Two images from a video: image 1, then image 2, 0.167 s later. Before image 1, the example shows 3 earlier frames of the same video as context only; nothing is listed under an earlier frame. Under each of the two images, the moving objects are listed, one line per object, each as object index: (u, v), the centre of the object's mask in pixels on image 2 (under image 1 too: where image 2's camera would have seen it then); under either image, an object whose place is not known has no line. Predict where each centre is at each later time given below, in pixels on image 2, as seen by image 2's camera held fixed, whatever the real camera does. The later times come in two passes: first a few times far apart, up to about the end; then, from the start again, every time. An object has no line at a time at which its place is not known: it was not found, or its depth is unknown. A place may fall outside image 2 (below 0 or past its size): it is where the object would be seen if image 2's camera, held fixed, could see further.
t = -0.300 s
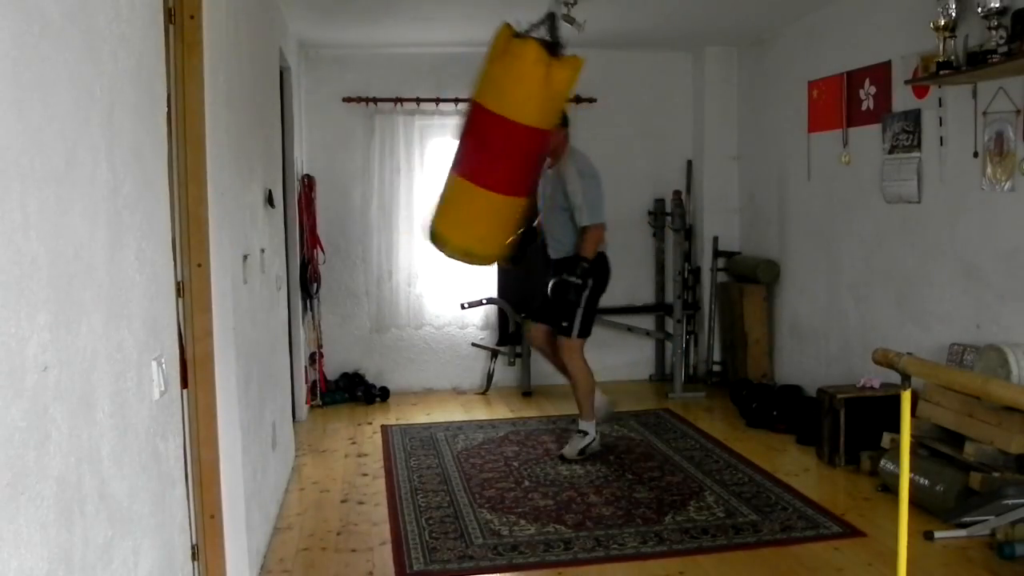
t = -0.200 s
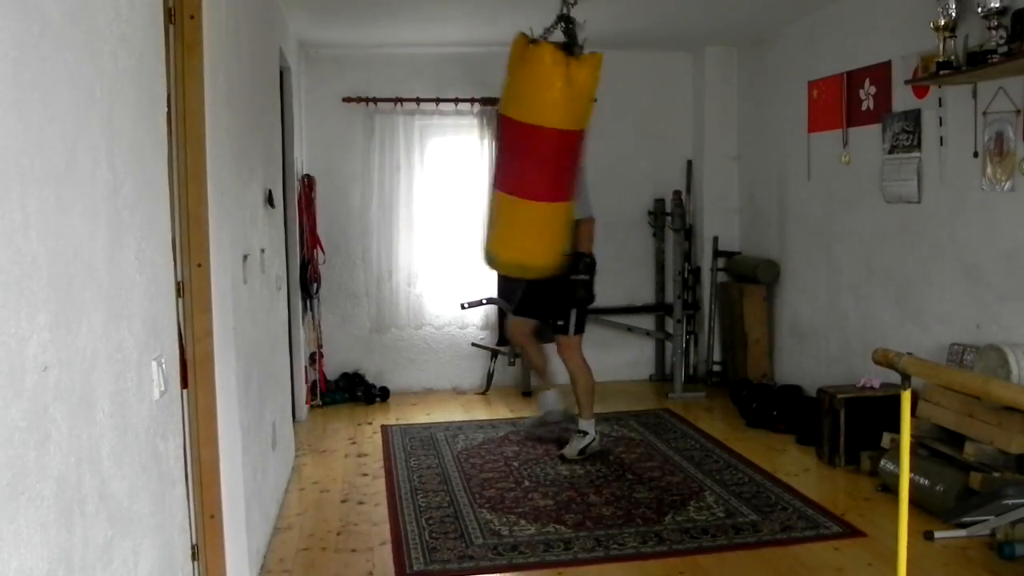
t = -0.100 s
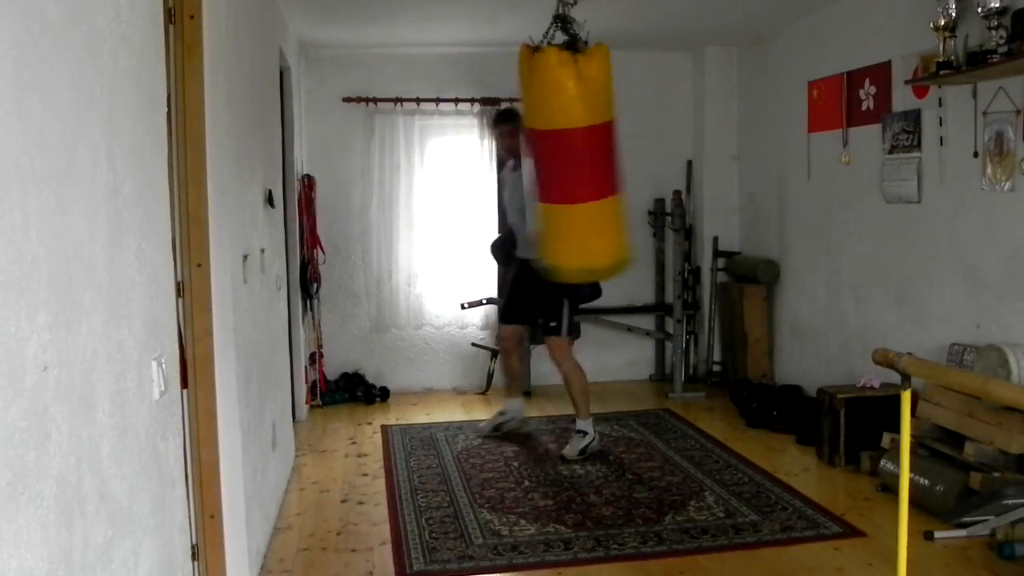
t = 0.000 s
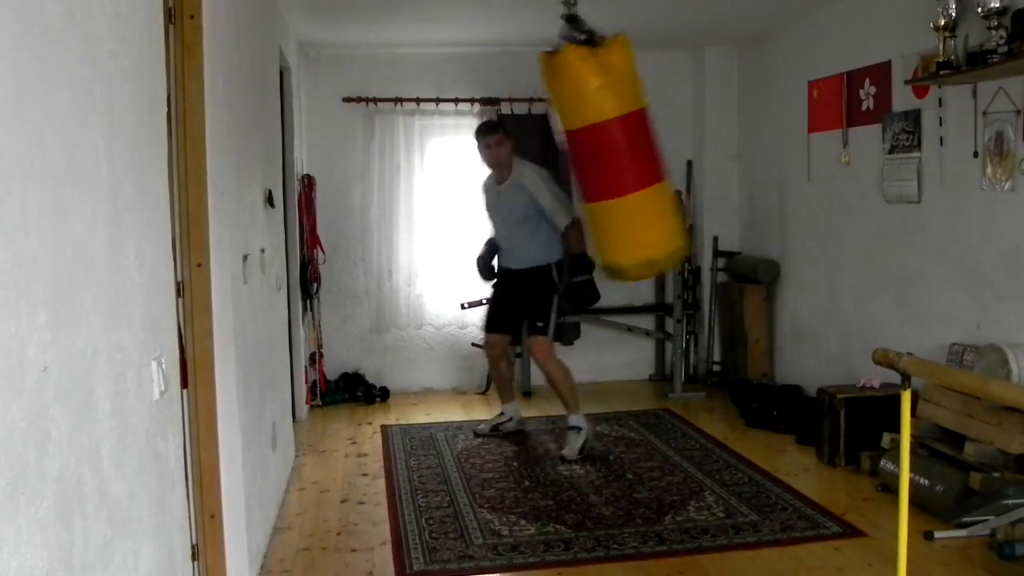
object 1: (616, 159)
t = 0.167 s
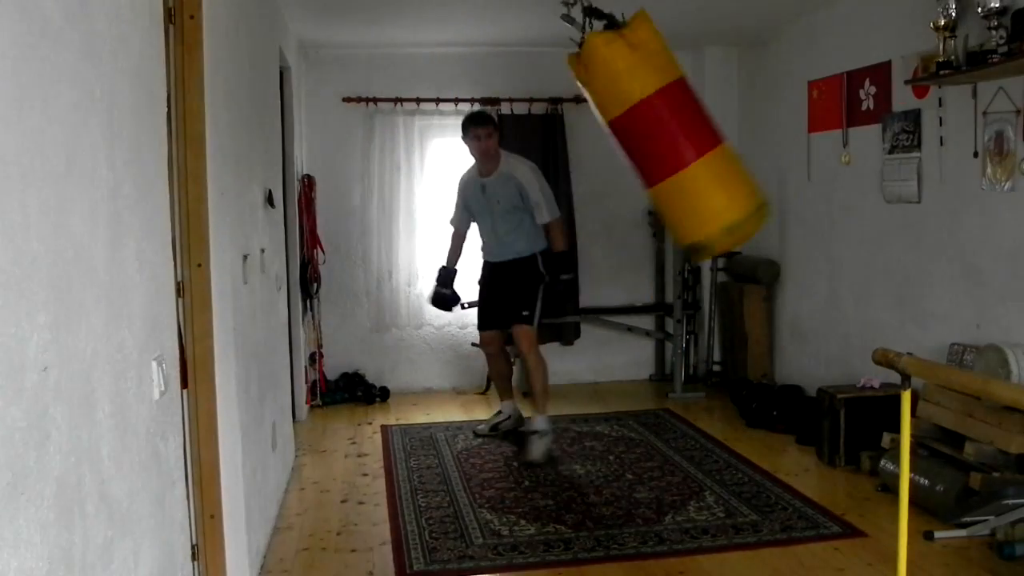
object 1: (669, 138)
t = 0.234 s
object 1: (682, 130)
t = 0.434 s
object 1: (697, 115)
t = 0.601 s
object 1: (677, 125)
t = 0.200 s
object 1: (676, 134)
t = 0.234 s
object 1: (682, 130)
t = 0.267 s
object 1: (686, 125)
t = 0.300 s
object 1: (690, 122)
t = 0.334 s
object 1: (694, 118)
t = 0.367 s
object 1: (696, 116)
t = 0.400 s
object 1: (697, 115)
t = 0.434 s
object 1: (697, 115)
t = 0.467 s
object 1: (696, 115)
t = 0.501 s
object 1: (693, 116)
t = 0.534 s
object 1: (689, 118)
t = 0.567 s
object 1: (684, 121)
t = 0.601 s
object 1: (677, 125)
